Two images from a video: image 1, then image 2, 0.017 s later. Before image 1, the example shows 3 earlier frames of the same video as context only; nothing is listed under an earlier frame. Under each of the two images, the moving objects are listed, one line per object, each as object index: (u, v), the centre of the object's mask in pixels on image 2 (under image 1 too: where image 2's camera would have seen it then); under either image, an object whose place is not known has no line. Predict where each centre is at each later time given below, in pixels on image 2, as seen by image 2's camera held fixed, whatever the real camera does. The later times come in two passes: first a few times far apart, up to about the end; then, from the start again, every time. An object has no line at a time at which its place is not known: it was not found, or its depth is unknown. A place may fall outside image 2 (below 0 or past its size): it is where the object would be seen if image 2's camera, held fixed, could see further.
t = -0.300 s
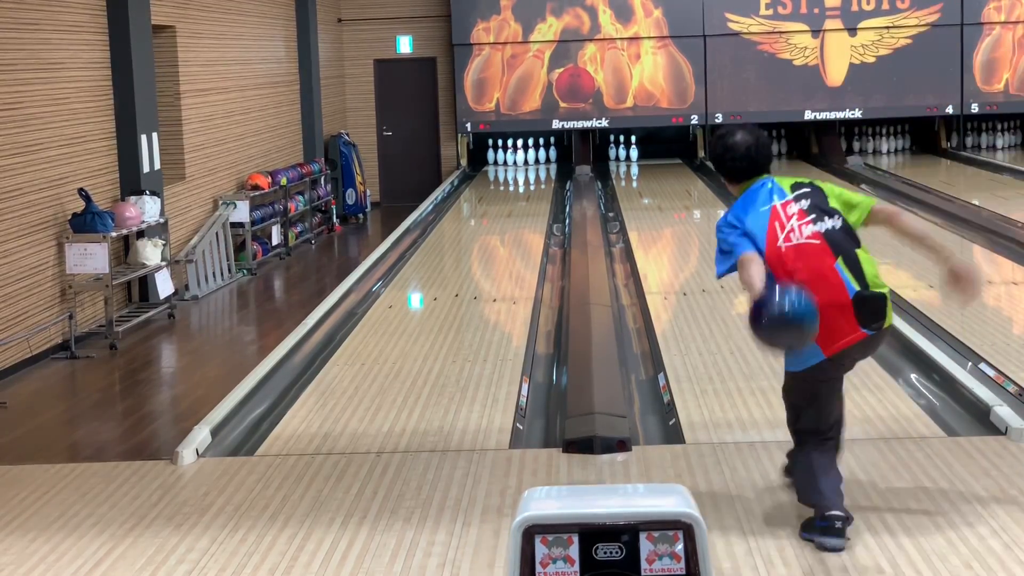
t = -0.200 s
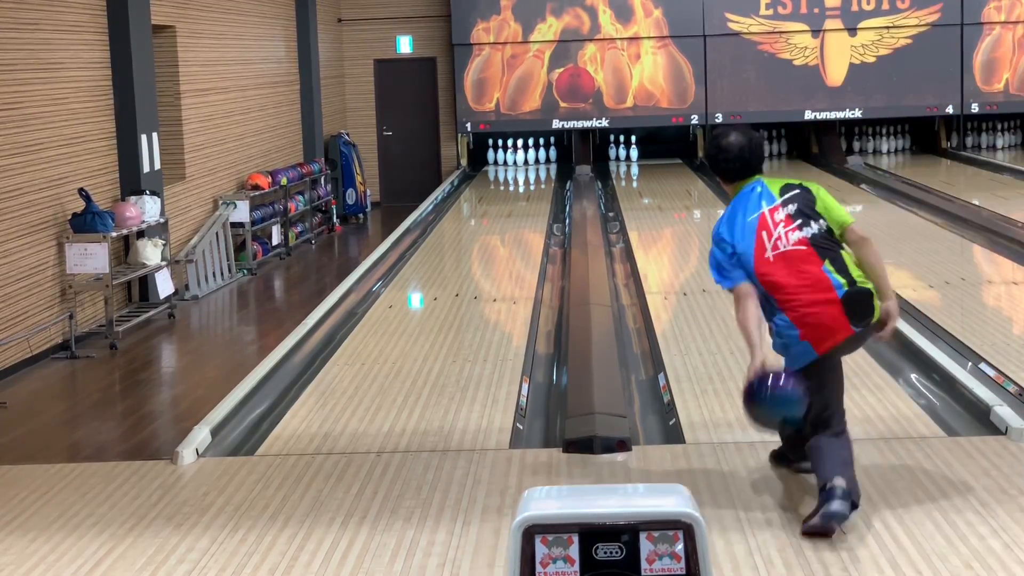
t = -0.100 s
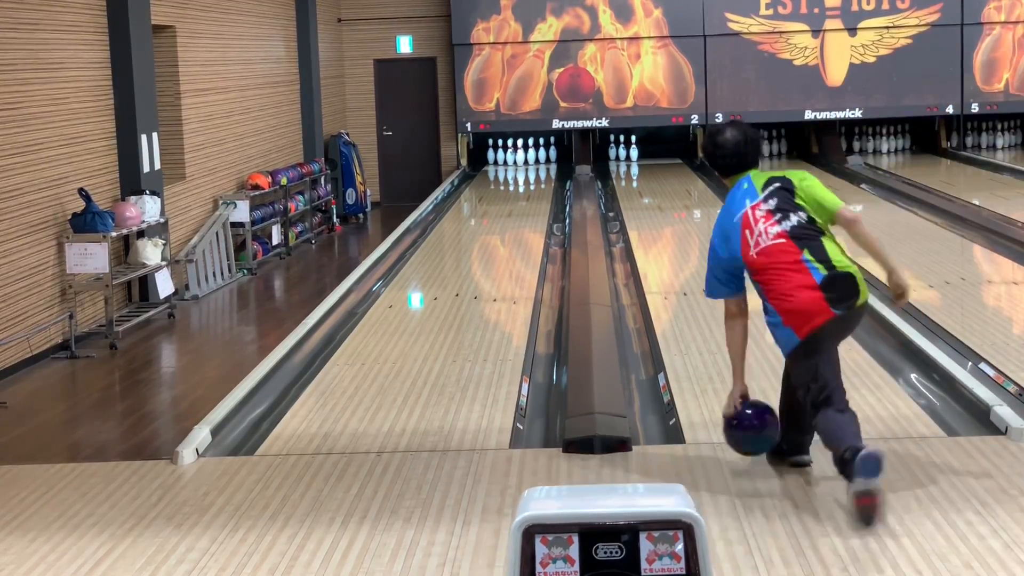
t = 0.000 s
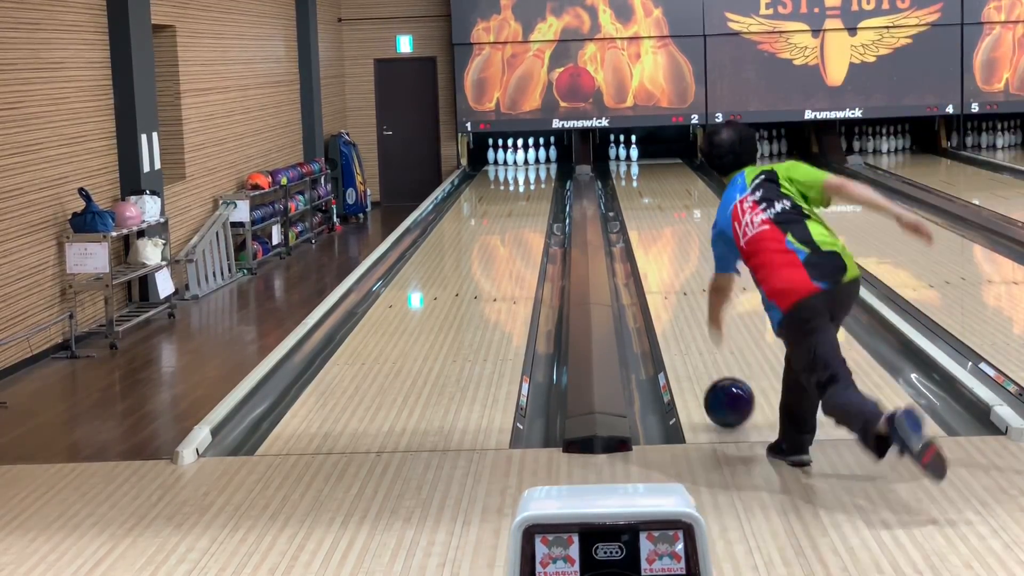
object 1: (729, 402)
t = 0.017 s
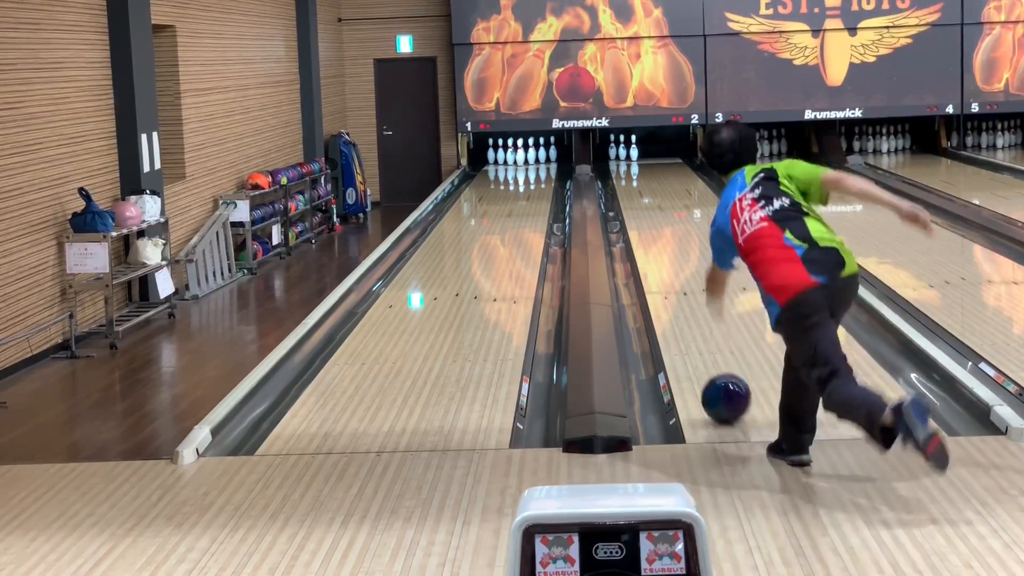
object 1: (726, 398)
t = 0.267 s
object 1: (691, 327)
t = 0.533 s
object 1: (667, 278)
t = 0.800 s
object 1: (651, 244)
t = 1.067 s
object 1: (640, 220)
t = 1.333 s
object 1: (632, 200)
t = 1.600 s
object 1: (626, 186)
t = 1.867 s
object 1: (623, 173)
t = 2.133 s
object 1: (623, 165)
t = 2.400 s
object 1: (627, 157)
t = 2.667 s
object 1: (629, 152)
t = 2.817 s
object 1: (630, 153)
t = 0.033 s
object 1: (723, 392)
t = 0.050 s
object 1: (720, 385)
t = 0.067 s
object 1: (717, 381)
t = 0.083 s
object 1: (715, 375)
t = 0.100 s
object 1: (712, 370)
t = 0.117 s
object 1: (710, 366)
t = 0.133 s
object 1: (707, 361)
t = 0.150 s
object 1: (705, 356)
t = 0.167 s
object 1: (703, 352)
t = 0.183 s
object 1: (701, 347)
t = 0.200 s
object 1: (699, 343)
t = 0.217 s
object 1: (697, 339)
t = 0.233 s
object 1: (694, 335)
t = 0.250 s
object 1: (693, 331)
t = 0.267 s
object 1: (691, 327)
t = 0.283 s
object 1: (689, 324)
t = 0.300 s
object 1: (687, 320)
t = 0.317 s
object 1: (685, 316)
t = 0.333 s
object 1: (684, 313)
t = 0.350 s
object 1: (682, 310)
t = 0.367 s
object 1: (680, 306)
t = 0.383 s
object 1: (679, 303)
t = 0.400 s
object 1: (677, 300)
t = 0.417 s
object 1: (676, 297)
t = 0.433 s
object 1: (674, 294)
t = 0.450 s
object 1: (673, 291)
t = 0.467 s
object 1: (672, 288)
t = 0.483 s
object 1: (670, 285)
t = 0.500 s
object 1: (669, 283)
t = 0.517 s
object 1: (668, 281)
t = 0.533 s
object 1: (667, 278)
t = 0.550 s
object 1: (665, 275)
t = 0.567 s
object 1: (664, 273)
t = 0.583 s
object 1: (663, 271)
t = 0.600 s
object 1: (662, 268)
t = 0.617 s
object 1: (661, 266)
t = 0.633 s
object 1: (660, 264)
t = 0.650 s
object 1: (659, 261)
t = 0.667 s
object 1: (658, 259)
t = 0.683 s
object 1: (657, 257)
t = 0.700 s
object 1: (656, 255)
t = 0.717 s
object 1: (655, 253)
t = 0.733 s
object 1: (654, 251)
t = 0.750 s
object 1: (653, 249)
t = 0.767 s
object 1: (652, 247)
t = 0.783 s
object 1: (651, 246)
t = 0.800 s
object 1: (651, 244)
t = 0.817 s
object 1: (650, 242)
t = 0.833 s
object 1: (649, 240)
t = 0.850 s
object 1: (648, 239)
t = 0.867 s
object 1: (647, 237)
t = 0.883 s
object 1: (647, 235)
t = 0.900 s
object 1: (646, 234)
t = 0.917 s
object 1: (645, 232)
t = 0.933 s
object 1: (644, 231)
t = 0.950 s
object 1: (644, 229)
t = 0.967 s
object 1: (643, 227)
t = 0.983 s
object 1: (642, 226)
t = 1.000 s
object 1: (642, 225)
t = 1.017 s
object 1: (641, 223)
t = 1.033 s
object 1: (641, 222)
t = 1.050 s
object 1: (640, 221)
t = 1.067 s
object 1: (640, 220)
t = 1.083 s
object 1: (639, 218)
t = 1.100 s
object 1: (638, 217)
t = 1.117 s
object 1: (638, 215)
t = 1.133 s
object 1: (637, 214)
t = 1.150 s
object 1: (637, 213)
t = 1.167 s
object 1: (636, 212)
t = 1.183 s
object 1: (636, 211)
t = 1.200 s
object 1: (635, 210)
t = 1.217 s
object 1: (635, 208)
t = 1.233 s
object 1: (634, 207)
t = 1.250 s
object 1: (634, 206)
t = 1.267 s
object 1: (633, 205)
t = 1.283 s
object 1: (633, 204)
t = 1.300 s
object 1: (633, 202)
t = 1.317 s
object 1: (632, 201)
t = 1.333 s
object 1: (632, 200)
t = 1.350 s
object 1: (632, 199)
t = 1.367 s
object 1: (631, 198)
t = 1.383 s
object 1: (631, 197)
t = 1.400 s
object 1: (630, 197)
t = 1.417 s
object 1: (630, 195)
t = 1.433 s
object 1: (630, 194)
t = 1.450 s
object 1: (629, 193)
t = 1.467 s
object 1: (629, 193)
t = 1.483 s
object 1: (628, 192)
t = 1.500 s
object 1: (628, 191)
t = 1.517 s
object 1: (628, 190)
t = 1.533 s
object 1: (627, 189)
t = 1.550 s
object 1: (627, 188)
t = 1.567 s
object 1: (627, 187)
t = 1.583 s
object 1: (627, 187)
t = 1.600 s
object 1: (626, 186)
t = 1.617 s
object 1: (626, 185)
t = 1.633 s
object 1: (626, 184)
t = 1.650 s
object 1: (626, 183)
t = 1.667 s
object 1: (625, 182)
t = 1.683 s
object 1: (625, 181)
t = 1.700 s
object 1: (625, 180)
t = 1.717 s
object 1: (625, 180)
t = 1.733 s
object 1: (625, 179)
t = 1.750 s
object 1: (624, 179)
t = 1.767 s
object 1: (624, 178)
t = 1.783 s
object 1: (624, 177)
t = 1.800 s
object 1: (624, 176)
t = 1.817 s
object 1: (624, 175)
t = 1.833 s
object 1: (624, 175)
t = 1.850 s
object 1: (623, 174)
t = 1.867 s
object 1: (623, 173)
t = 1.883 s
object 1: (623, 173)
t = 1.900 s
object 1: (623, 172)
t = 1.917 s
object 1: (623, 171)
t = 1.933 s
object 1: (623, 171)
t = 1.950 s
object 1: (623, 171)
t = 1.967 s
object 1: (623, 170)
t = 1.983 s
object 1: (623, 169)
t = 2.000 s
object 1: (623, 169)
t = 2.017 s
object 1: (623, 168)
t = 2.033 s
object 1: (623, 168)
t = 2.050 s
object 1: (623, 167)
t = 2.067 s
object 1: (623, 167)
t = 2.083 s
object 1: (623, 167)
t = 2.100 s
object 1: (623, 166)
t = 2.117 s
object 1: (623, 165)
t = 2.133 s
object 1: (623, 165)
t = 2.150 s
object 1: (624, 164)
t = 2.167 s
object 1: (624, 163)
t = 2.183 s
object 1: (624, 163)
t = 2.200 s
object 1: (624, 162)
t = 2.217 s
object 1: (624, 162)
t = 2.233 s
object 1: (624, 161)
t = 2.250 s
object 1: (624, 161)
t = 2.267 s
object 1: (625, 160)
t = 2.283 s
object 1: (625, 160)
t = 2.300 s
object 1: (625, 159)
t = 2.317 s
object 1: (625, 159)
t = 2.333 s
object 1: (626, 158)
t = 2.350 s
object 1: (626, 158)
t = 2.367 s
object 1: (626, 158)
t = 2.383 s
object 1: (627, 157)
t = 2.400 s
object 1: (627, 157)
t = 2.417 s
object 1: (627, 156)
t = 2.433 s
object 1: (628, 156)
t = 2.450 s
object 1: (628, 156)
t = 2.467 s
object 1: (628, 156)
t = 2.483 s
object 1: (629, 155)
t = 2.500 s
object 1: (629, 155)
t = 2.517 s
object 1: (629, 155)
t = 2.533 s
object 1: (628, 155)
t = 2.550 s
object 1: (628, 154)
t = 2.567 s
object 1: (628, 154)
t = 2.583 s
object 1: (627, 154)
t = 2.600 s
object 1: (627, 154)
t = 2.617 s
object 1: (628, 153)
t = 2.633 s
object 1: (628, 153)
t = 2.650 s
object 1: (628, 152)
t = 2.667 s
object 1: (629, 152)
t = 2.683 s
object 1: (629, 152)
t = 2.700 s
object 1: (628, 151)
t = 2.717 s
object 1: (628, 153)
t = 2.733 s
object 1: (628, 153)
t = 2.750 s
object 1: (628, 152)
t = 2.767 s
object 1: (628, 152)
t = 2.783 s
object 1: (629, 152)
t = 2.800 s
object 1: (630, 153)
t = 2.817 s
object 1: (630, 153)
